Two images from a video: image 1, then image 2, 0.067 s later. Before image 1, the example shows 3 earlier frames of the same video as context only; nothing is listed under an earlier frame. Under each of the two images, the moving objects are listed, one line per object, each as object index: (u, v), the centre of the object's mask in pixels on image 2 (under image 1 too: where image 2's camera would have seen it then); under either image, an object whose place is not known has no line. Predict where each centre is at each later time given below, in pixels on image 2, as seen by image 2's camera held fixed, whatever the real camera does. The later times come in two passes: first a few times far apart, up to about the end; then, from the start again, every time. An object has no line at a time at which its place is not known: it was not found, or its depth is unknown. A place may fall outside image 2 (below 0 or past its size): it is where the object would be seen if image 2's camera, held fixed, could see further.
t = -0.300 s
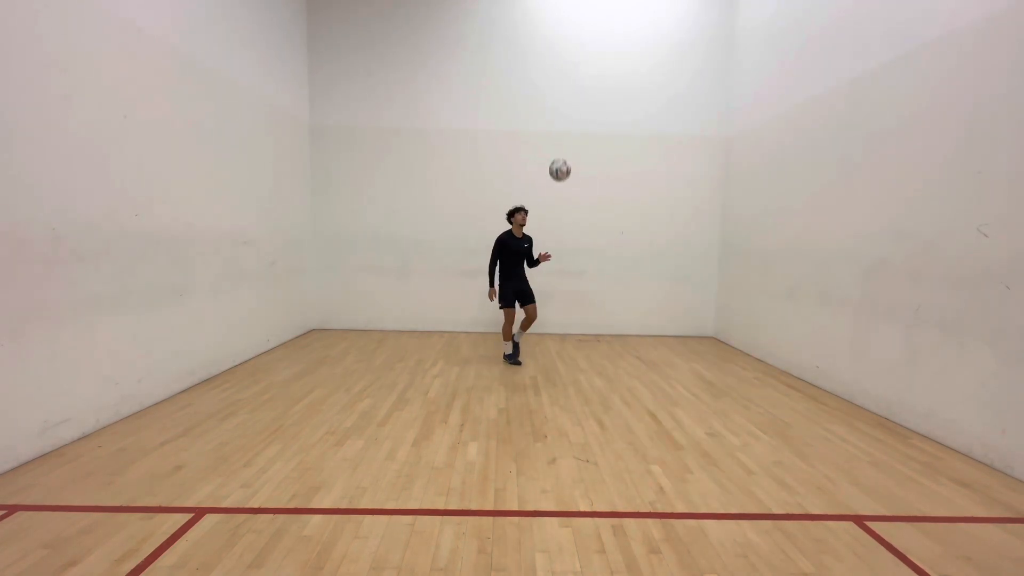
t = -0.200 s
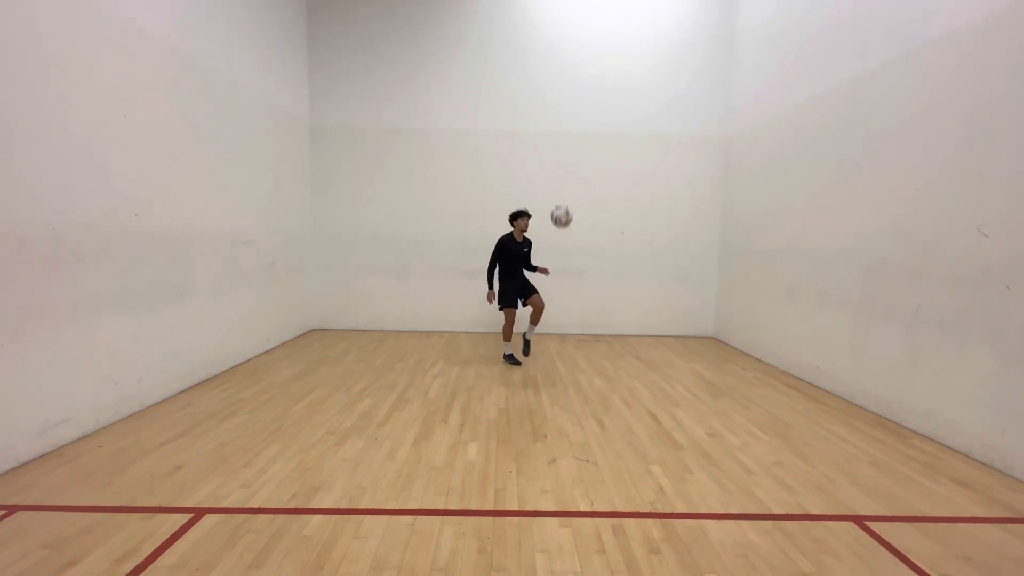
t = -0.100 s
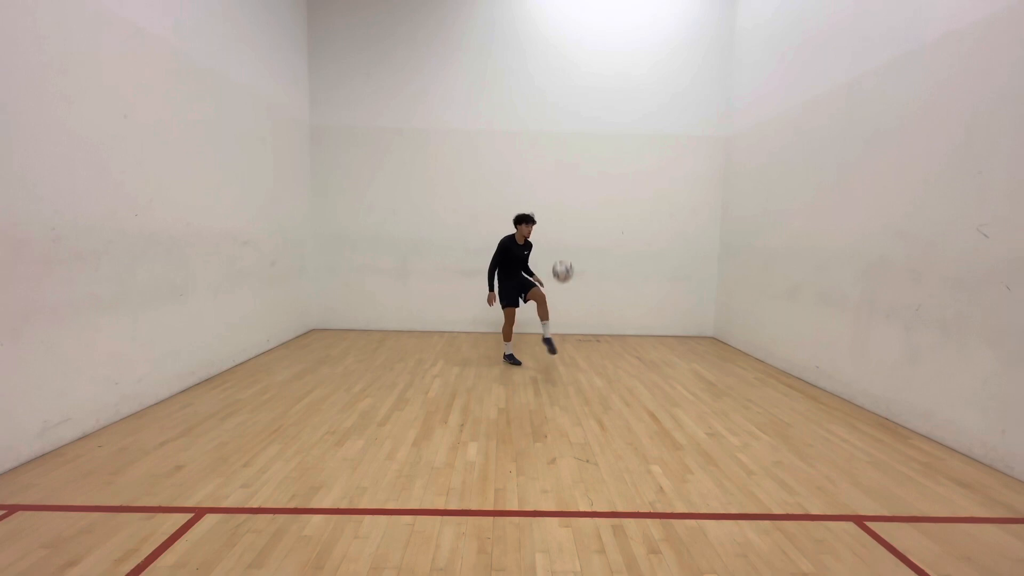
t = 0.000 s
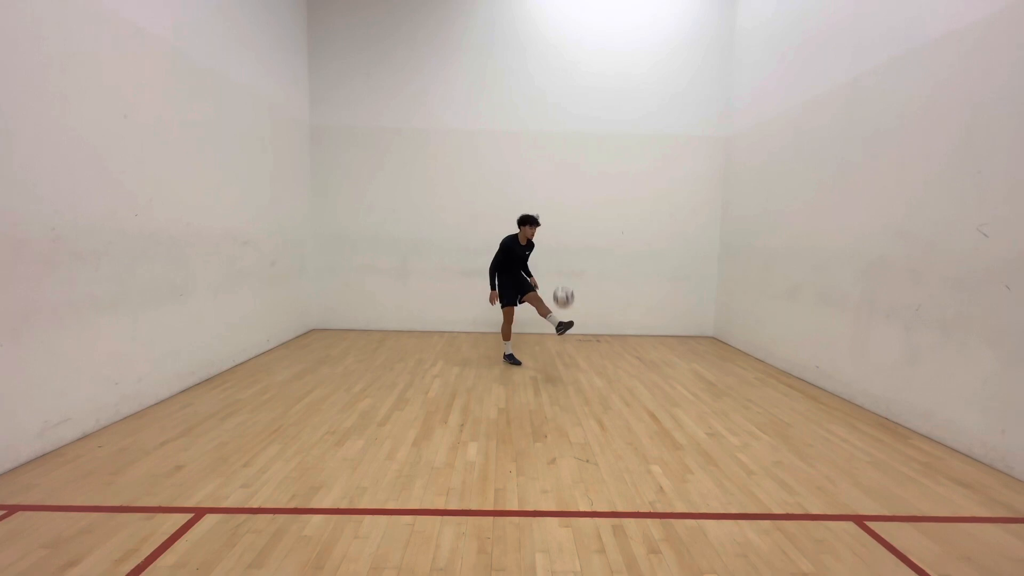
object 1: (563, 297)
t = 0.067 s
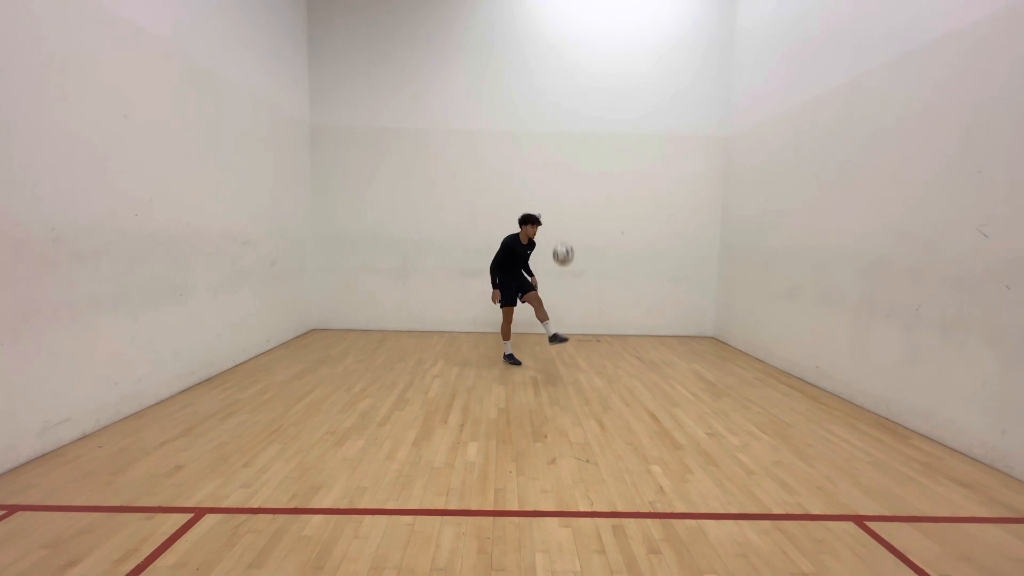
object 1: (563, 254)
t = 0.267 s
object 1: (561, 148)
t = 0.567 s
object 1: (557, 57)
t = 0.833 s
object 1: (550, 55)
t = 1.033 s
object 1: (544, 103)
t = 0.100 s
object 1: (563, 235)
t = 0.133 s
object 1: (563, 215)
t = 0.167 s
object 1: (563, 197)
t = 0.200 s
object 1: (562, 180)
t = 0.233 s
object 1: (562, 163)
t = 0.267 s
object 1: (561, 148)
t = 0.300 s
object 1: (561, 133)
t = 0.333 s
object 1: (560, 120)
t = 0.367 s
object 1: (560, 107)
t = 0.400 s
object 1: (560, 97)
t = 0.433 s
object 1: (559, 86)
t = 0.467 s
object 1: (559, 77)
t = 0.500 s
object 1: (558, 69)
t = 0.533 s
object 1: (557, 63)
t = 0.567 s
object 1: (557, 57)
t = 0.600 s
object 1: (556, 53)
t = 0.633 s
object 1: (555, 50)
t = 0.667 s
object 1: (554, 48)
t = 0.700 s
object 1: (554, 47)
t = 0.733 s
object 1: (553, 48)
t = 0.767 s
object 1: (552, 49)
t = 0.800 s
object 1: (551, 52)
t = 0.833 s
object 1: (550, 55)
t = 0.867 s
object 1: (549, 60)
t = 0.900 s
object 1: (548, 67)
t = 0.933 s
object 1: (547, 74)
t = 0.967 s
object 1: (546, 83)
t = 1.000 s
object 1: (545, 92)
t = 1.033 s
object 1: (544, 103)
